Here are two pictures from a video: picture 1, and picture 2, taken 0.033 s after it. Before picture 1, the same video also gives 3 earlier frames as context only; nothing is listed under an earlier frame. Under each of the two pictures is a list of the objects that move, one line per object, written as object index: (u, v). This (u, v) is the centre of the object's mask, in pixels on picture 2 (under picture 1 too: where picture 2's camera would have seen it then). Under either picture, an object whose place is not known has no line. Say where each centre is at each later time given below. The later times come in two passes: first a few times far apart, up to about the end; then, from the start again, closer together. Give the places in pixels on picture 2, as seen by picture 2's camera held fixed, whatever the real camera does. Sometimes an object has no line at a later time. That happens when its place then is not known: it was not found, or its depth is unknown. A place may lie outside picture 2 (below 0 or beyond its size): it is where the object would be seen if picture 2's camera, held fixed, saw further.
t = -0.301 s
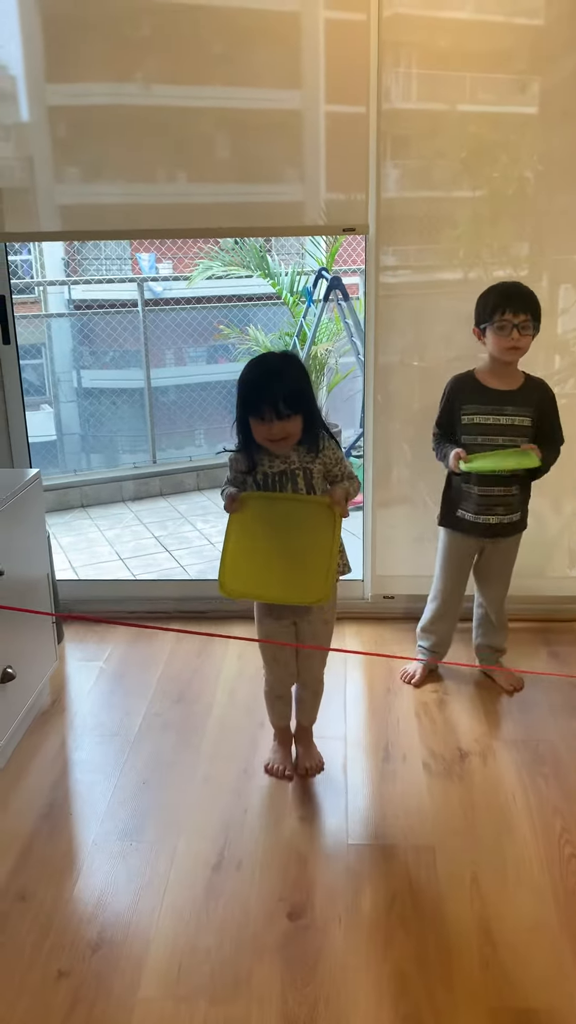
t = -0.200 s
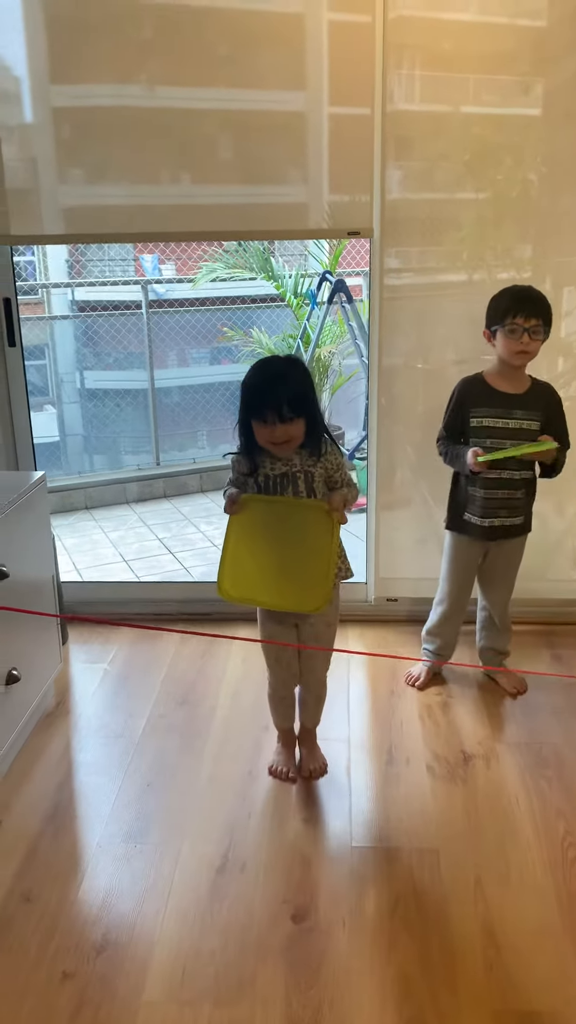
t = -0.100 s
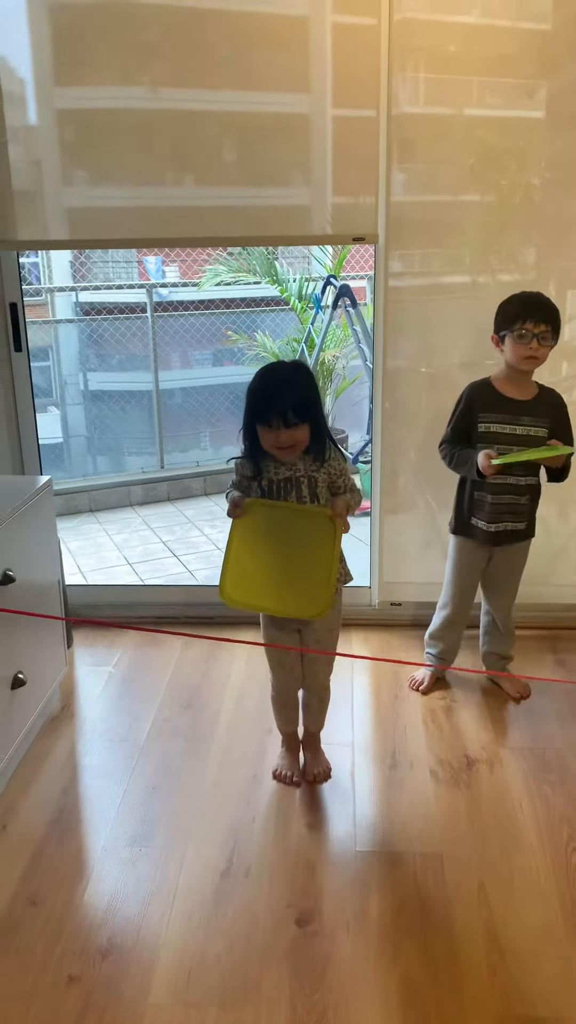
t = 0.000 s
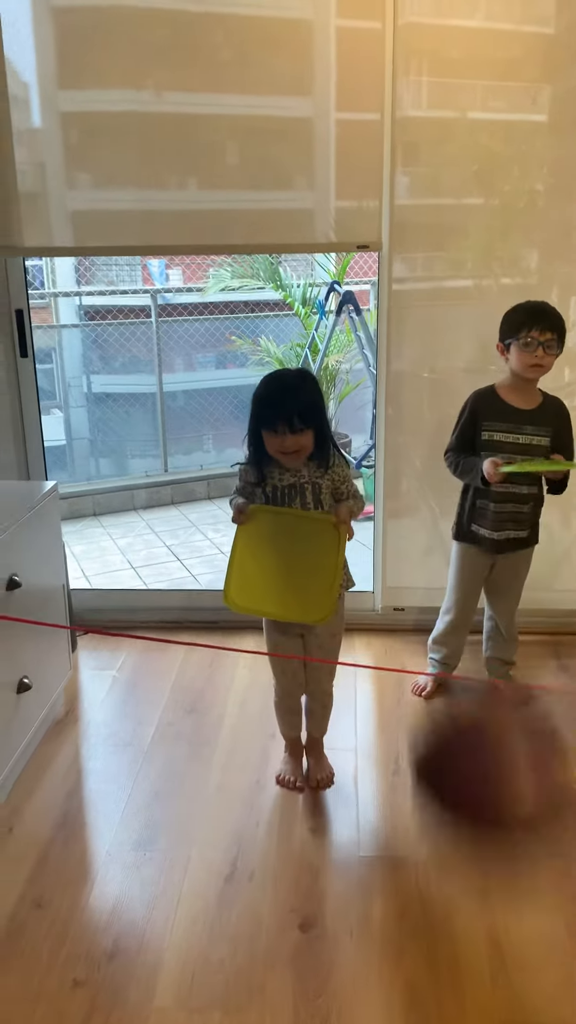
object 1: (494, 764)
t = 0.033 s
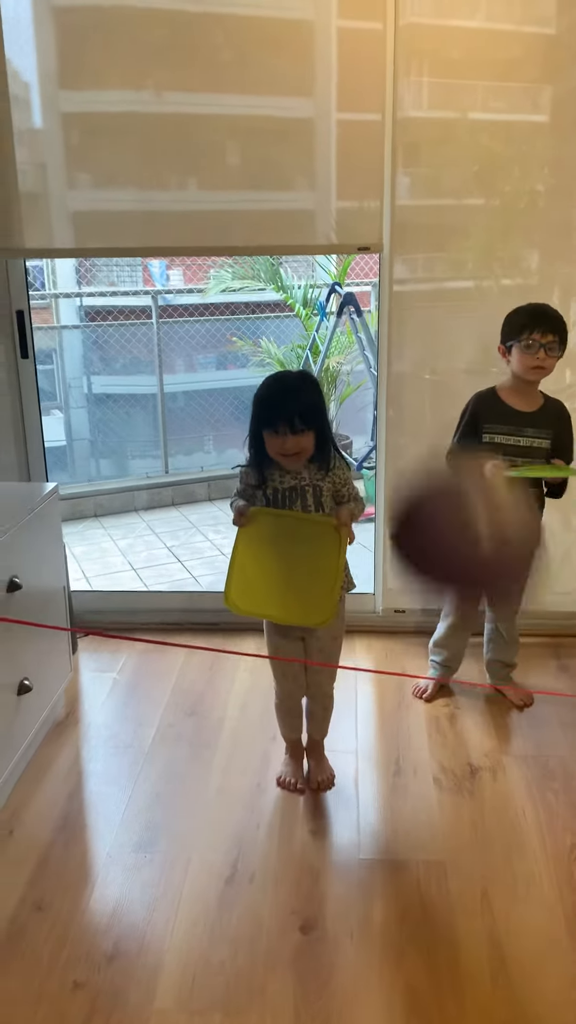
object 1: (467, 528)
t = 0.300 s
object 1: (367, 220)
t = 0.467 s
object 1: (346, 377)
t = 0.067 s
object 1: (441, 387)
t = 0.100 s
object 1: (421, 290)
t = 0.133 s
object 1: (407, 230)
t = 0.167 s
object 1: (396, 198)
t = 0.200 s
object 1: (387, 185)
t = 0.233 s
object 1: (379, 187)
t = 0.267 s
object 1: (372, 199)
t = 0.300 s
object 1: (367, 220)
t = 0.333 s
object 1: (362, 245)
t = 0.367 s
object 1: (357, 274)
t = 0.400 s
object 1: (353, 307)
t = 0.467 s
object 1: (346, 377)
